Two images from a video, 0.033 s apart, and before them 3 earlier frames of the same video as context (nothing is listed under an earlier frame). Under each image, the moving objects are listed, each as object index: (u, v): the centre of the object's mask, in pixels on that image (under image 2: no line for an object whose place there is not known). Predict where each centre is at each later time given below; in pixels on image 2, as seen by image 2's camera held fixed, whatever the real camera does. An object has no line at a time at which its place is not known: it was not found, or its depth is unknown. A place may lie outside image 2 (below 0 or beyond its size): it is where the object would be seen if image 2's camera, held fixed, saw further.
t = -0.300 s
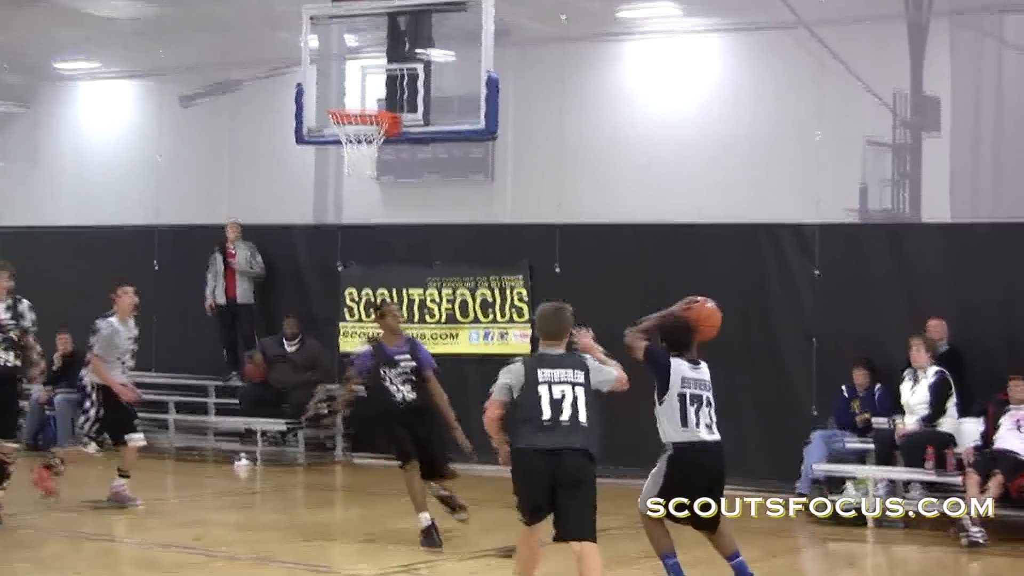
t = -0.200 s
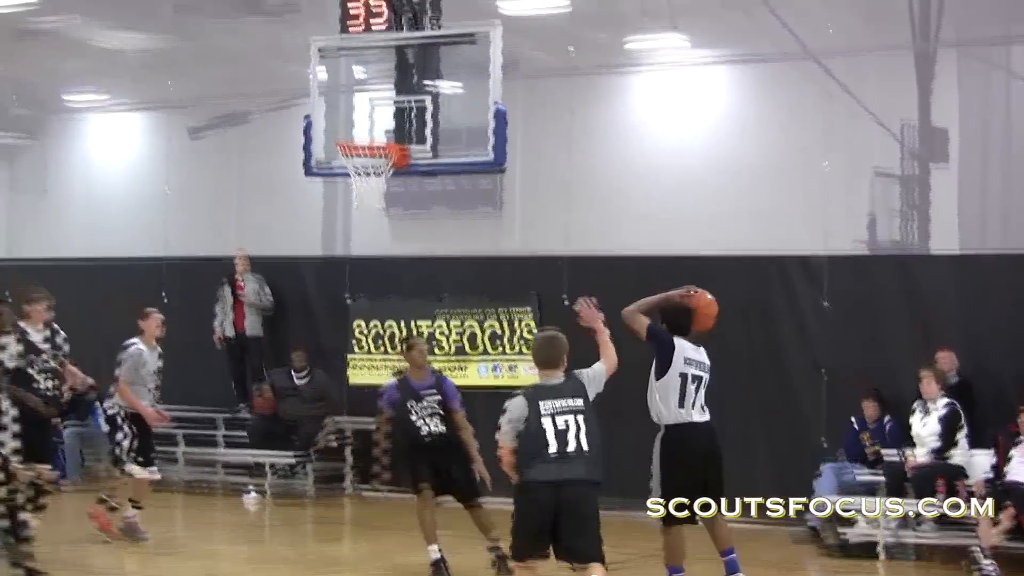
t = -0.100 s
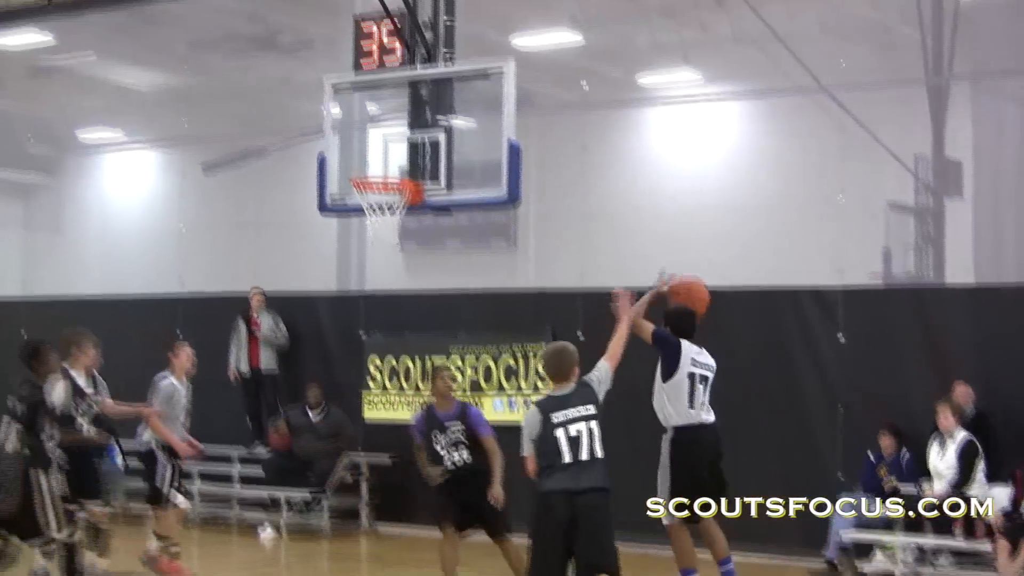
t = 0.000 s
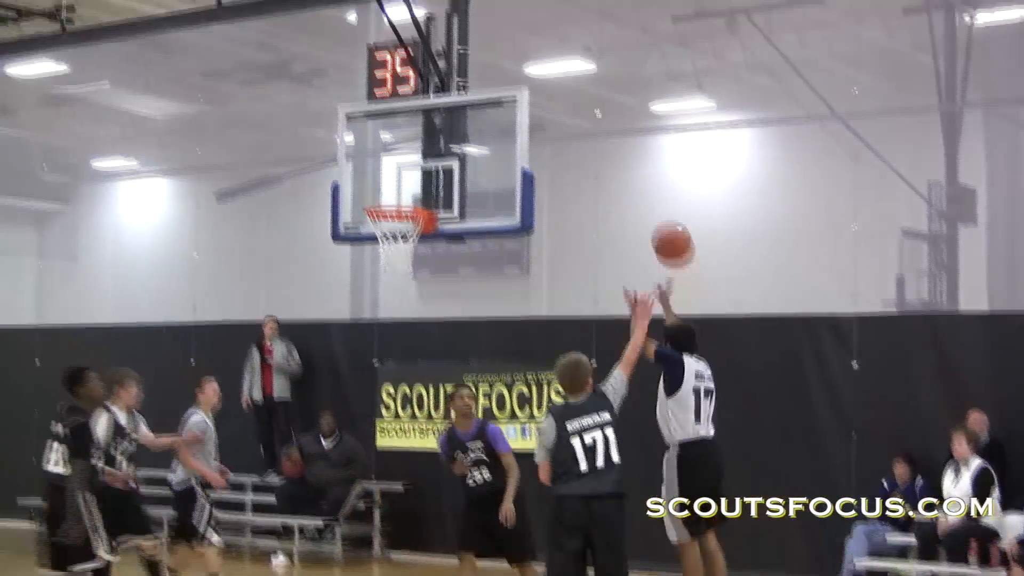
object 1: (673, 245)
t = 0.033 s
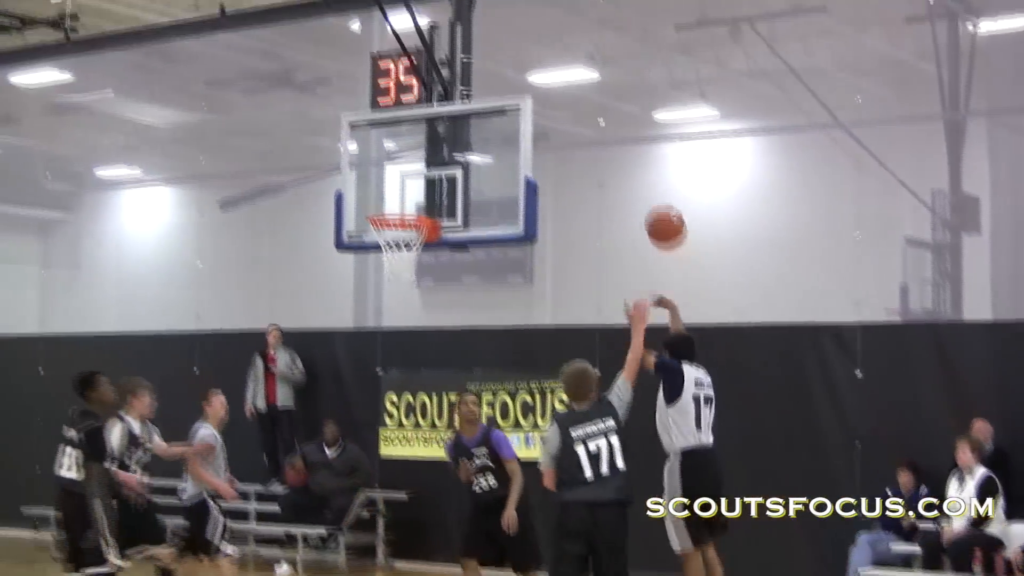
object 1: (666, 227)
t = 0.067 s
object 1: (655, 203)
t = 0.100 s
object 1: (645, 181)
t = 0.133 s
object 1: (635, 163)
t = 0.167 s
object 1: (625, 146)
